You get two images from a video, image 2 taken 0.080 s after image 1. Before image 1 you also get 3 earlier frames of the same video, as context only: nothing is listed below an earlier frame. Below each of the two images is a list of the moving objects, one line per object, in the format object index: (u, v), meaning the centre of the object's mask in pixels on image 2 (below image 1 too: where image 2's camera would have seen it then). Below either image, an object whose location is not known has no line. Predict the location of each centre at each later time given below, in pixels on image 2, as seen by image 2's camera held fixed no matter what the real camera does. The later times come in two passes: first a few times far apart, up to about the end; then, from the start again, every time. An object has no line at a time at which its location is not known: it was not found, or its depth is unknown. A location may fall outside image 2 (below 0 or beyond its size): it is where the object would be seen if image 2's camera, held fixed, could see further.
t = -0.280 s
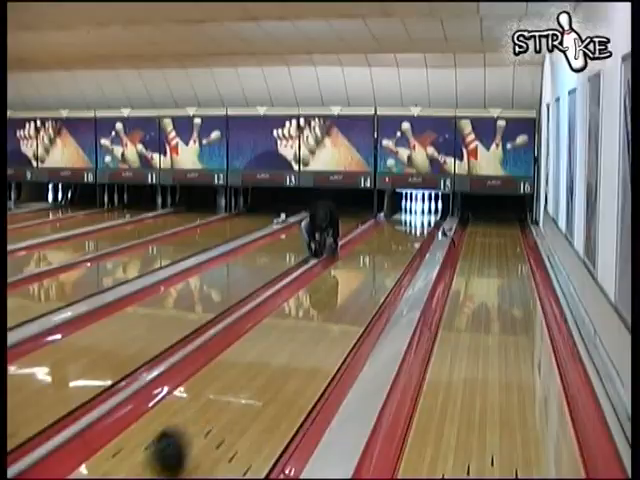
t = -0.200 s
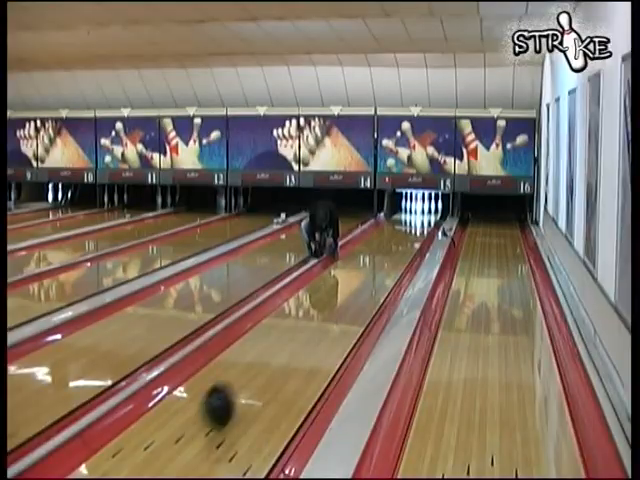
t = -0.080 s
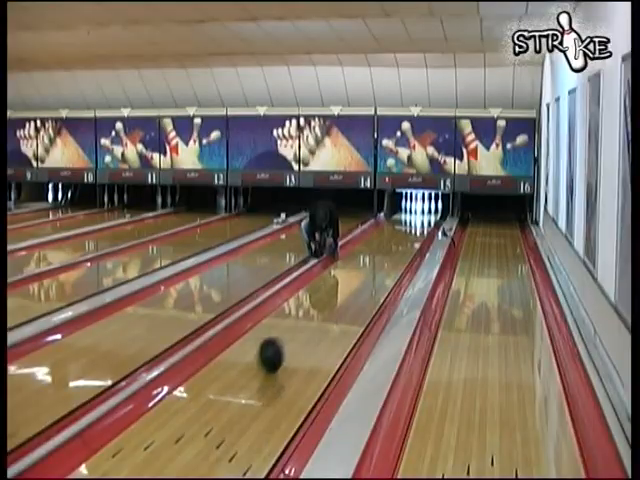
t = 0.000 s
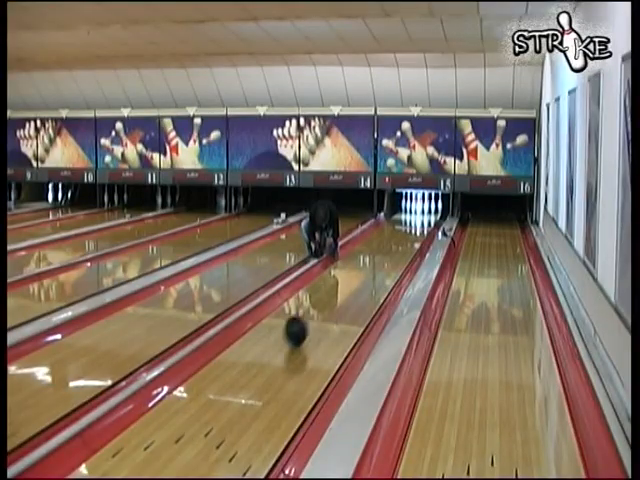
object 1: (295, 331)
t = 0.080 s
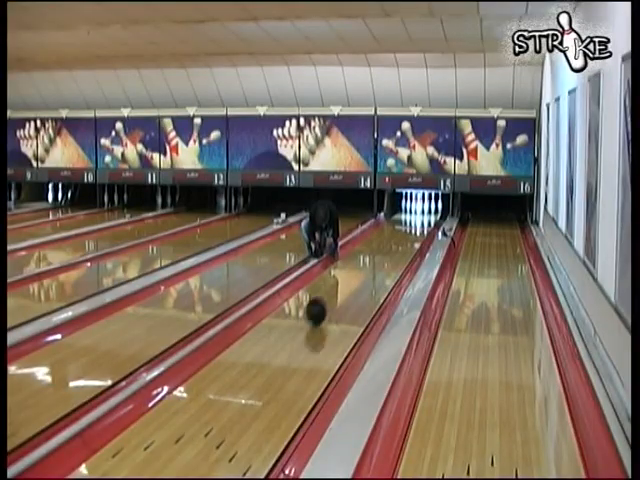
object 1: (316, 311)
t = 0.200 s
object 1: (339, 289)
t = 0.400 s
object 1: (367, 261)
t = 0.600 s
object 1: (387, 242)
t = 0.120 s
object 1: (324, 303)
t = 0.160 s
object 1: (332, 295)
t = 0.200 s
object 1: (339, 289)
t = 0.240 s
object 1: (345, 282)
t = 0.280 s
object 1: (352, 276)
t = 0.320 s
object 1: (357, 270)
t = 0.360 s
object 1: (362, 266)
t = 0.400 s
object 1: (367, 261)
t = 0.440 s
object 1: (372, 257)
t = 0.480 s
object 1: (376, 253)
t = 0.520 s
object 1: (380, 249)
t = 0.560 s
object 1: (383, 246)
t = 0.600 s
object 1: (387, 242)
